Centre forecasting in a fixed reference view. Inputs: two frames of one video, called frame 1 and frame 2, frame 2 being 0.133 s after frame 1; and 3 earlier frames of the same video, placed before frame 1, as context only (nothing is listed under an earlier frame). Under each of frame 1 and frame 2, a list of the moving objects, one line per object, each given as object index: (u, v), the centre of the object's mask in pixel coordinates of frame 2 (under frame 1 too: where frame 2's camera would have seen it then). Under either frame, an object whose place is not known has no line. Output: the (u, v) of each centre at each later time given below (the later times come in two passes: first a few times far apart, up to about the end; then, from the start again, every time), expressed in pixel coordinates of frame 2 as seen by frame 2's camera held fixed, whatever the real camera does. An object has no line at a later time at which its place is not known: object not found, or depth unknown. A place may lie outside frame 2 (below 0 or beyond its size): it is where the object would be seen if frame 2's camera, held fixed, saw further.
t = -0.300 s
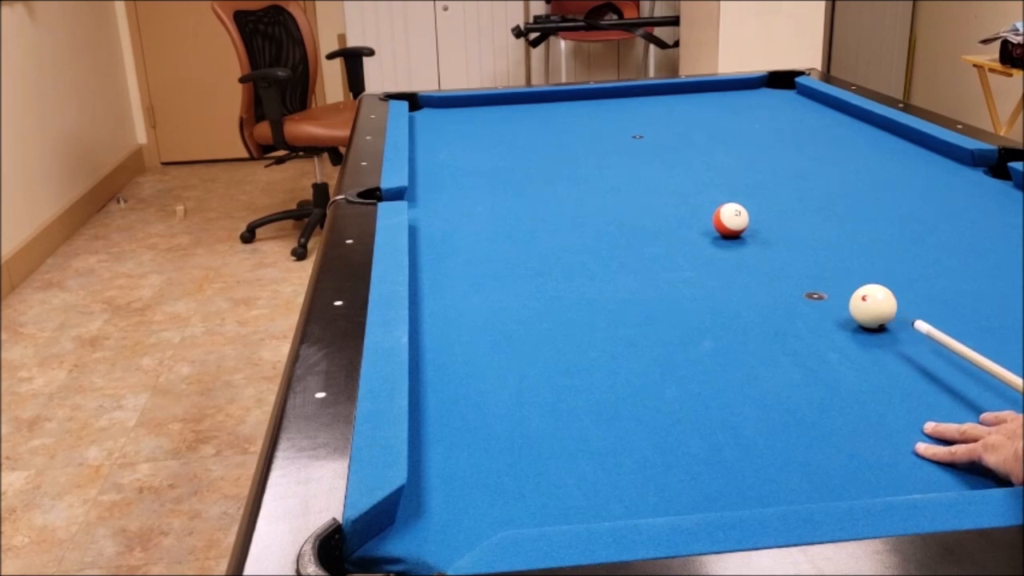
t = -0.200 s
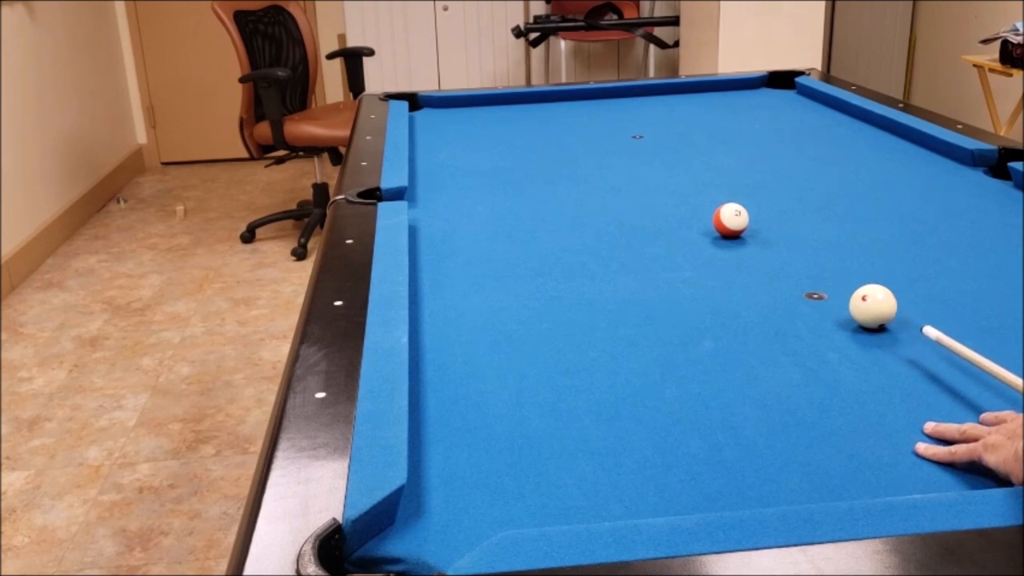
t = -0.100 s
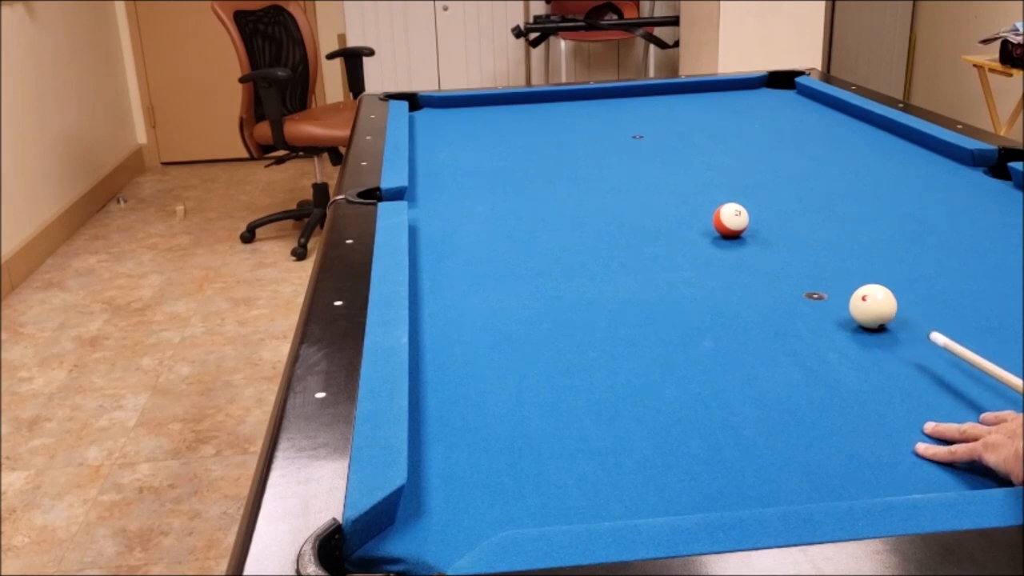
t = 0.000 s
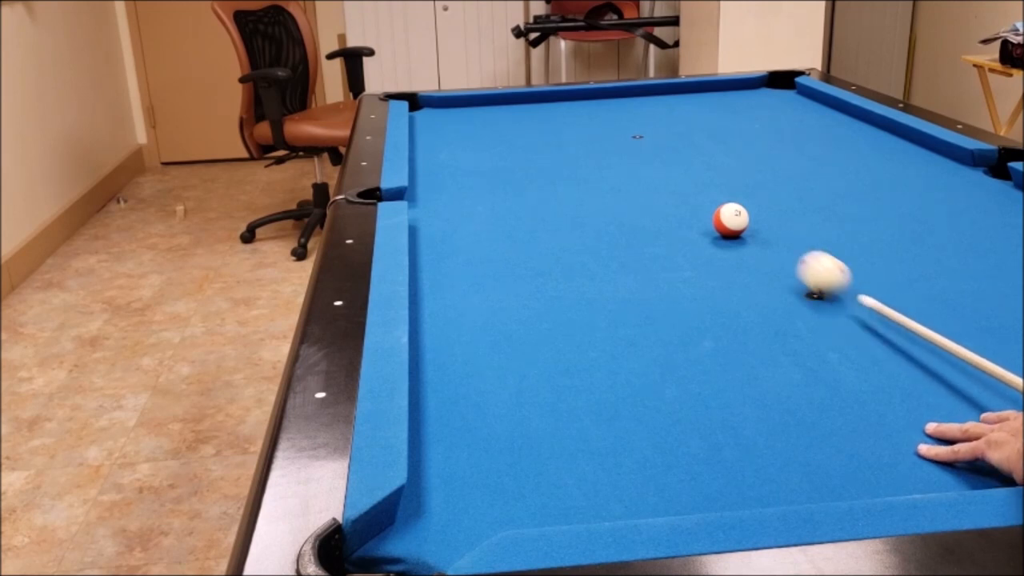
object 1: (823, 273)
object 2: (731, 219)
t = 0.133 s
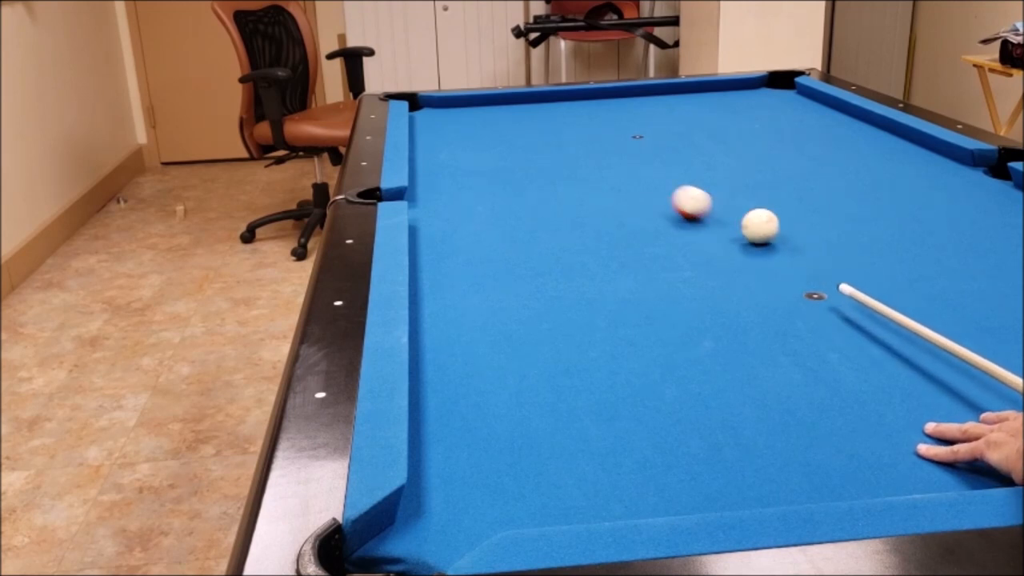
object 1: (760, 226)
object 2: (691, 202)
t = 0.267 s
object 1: (780, 220)
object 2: (610, 168)
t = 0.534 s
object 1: (815, 208)
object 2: (515, 128)
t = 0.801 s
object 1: (847, 199)
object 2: (454, 102)
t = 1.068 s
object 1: (874, 191)
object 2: (420, 115)
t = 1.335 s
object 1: (897, 183)
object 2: (437, 128)
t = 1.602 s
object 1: (918, 177)
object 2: (458, 142)
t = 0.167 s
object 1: (765, 224)
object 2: (667, 191)
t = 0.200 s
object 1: (770, 223)
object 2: (645, 183)
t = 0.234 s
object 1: (775, 221)
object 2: (627, 176)
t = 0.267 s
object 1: (780, 220)
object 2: (610, 168)
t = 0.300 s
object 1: (784, 218)
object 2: (594, 161)
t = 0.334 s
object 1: (789, 216)
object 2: (580, 156)
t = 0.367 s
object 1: (793, 215)
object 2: (567, 150)
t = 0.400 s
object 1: (798, 214)
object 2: (555, 145)
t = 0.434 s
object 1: (802, 212)
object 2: (544, 140)
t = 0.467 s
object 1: (807, 211)
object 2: (534, 136)
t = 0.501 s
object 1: (811, 210)
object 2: (524, 132)
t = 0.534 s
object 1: (815, 208)
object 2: (515, 128)
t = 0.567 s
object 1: (819, 207)
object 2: (507, 125)
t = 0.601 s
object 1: (823, 206)
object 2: (498, 121)
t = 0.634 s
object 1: (828, 205)
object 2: (490, 117)
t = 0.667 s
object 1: (832, 204)
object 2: (482, 114)
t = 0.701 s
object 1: (836, 202)
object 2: (474, 111)
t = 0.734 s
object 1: (839, 201)
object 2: (467, 108)
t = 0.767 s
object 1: (843, 200)
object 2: (461, 105)
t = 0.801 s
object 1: (847, 199)
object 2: (454, 102)
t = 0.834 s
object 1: (850, 198)
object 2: (448, 100)
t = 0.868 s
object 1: (854, 197)
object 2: (444, 102)
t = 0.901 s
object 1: (857, 196)
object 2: (440, 104)
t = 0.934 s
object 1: (861, 195)
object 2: (436, 106)
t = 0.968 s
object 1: (864, 194)
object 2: (432, 108)
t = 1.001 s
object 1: (867, 193)
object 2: (428, 111)
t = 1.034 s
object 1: (871, 192)
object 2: (425, 113)
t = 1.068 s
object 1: (874, 191)
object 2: (420, 115)
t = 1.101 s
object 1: (877, 190)
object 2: (419, 117)
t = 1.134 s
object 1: (880, 189)
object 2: (422, 118)
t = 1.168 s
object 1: (883, 188)
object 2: (424, 120)
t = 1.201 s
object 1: (886, 187)
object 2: (427, 121)
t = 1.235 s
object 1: (889, 186)
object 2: (429, 123)
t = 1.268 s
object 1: (892, 185)
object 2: (431, 125)
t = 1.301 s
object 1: (894, 184)
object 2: (434, 126)
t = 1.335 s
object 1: (897, 183)
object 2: (437, 128)
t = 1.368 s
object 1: (900, 182)
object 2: (439, 130)
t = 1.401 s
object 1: (903, 182)
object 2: (442, 131)
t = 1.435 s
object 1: (905, 181)
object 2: (444, 133)
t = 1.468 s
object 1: (908, 180)
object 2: (447, 135)
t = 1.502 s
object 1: (910, 179)
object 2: (449, 136)
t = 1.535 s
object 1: (913, 178)
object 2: (452, 138)
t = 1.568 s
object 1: (915, 178)
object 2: (455, 140)
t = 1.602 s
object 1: (918, 177)
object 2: (458, 142)
